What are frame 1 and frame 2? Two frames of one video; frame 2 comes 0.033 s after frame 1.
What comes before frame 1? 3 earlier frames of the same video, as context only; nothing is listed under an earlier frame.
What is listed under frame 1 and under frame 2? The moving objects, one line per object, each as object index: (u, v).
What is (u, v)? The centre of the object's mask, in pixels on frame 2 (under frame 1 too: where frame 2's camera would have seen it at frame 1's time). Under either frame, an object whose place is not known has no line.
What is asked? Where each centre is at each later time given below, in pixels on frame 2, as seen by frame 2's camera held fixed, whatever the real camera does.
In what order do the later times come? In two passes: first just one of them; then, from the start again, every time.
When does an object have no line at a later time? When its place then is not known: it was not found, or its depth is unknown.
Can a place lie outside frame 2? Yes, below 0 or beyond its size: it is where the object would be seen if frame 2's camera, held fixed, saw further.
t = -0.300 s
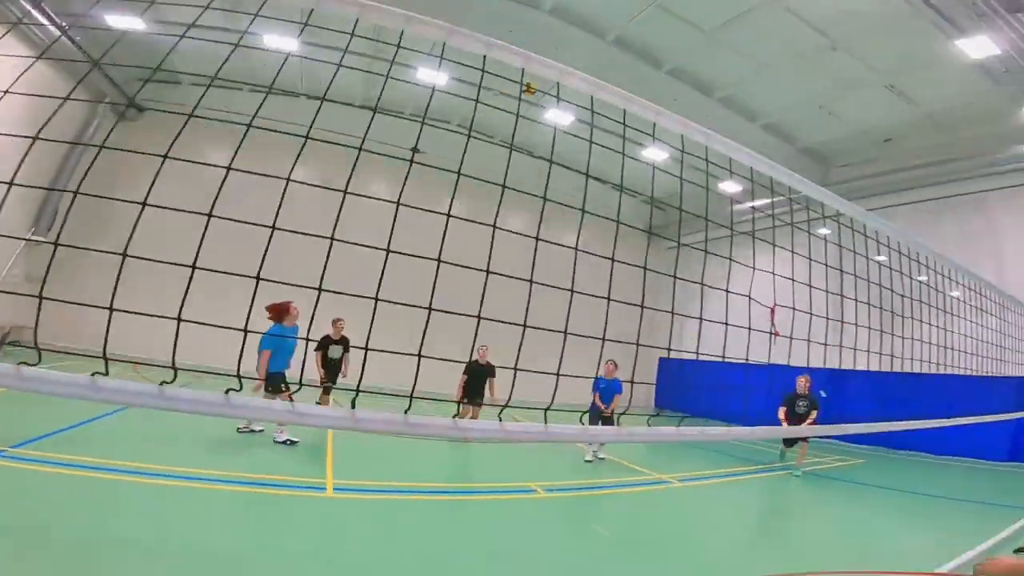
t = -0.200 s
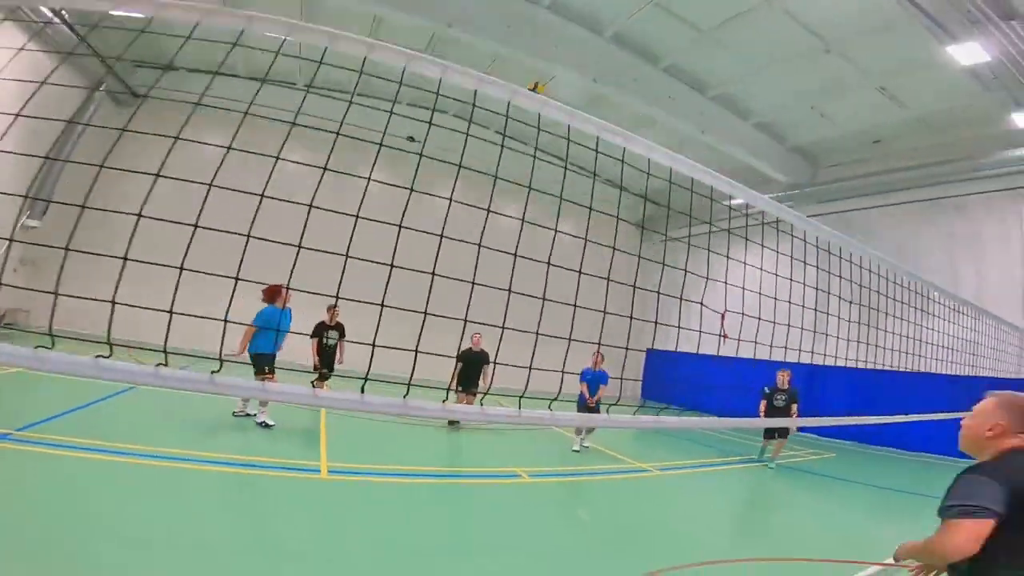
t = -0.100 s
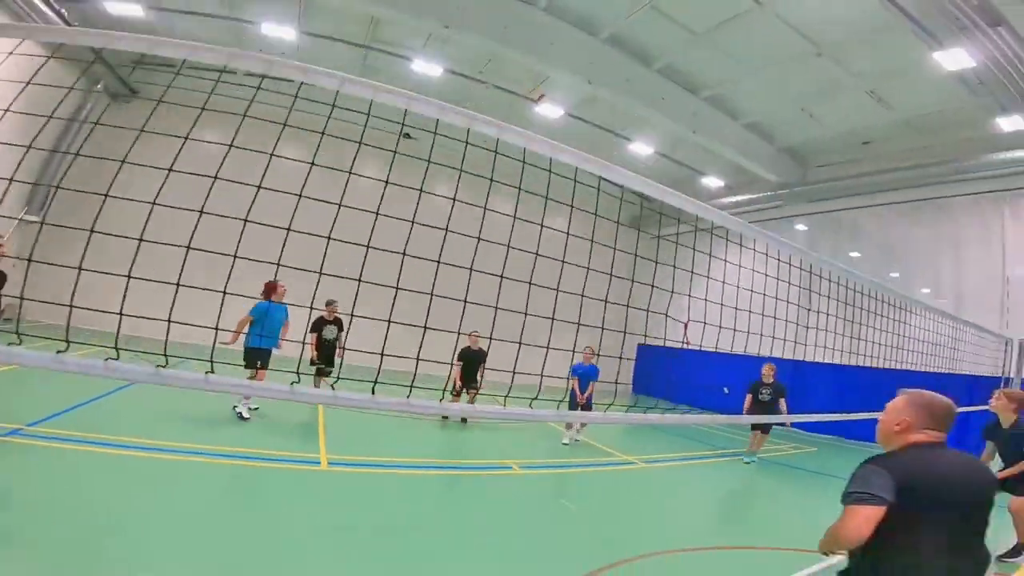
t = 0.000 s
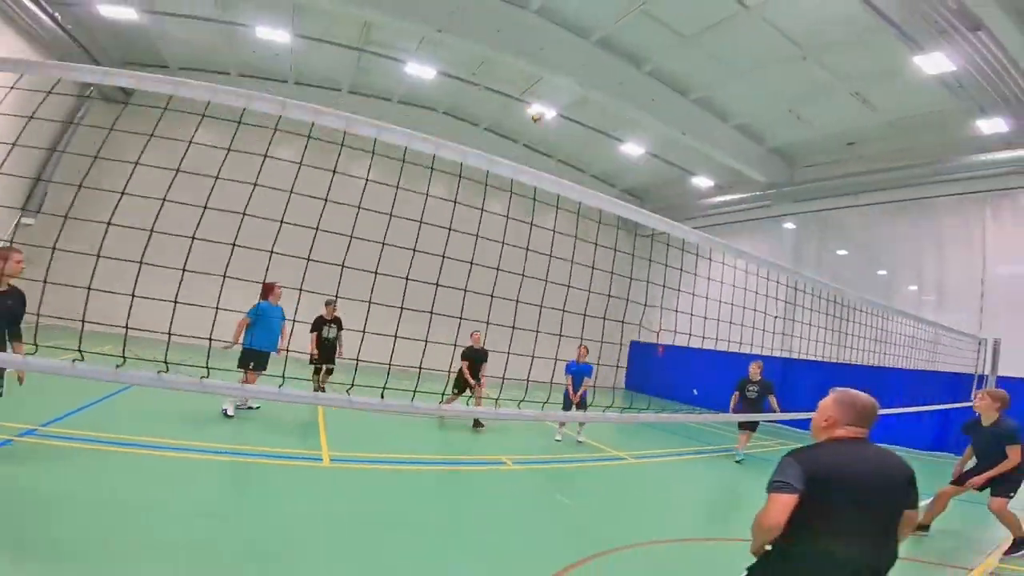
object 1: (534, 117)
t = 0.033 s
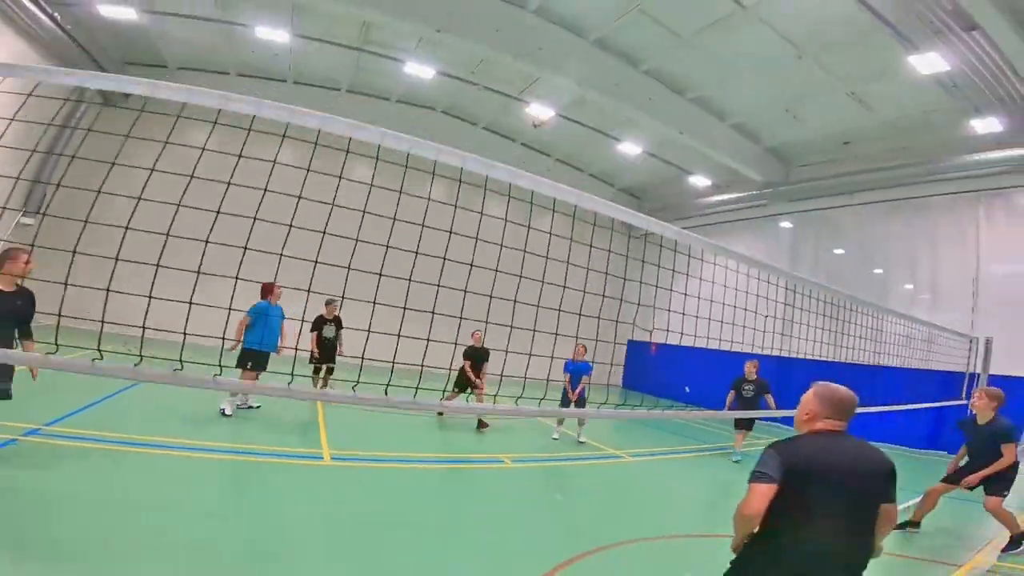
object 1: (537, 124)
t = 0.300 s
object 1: (552, 197)
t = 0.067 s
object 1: (541, 130)
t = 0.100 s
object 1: (544, 136)
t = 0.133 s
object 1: (546, 145)
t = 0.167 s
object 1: (548, 153)
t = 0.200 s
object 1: (549, 163)
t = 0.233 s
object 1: (551, 173)
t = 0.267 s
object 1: (551, 185)
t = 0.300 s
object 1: (552, 197)
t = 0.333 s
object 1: (554, 205)
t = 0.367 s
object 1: (553, 224)
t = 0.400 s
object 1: (553, 236)
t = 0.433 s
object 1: (554, 250)
